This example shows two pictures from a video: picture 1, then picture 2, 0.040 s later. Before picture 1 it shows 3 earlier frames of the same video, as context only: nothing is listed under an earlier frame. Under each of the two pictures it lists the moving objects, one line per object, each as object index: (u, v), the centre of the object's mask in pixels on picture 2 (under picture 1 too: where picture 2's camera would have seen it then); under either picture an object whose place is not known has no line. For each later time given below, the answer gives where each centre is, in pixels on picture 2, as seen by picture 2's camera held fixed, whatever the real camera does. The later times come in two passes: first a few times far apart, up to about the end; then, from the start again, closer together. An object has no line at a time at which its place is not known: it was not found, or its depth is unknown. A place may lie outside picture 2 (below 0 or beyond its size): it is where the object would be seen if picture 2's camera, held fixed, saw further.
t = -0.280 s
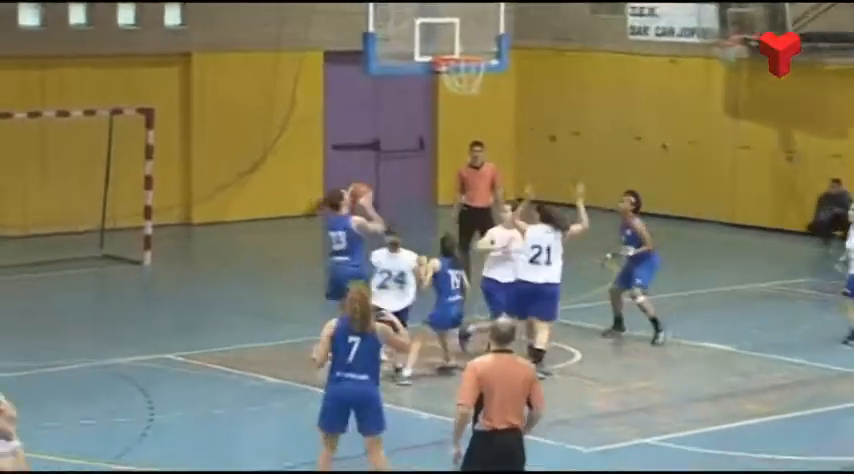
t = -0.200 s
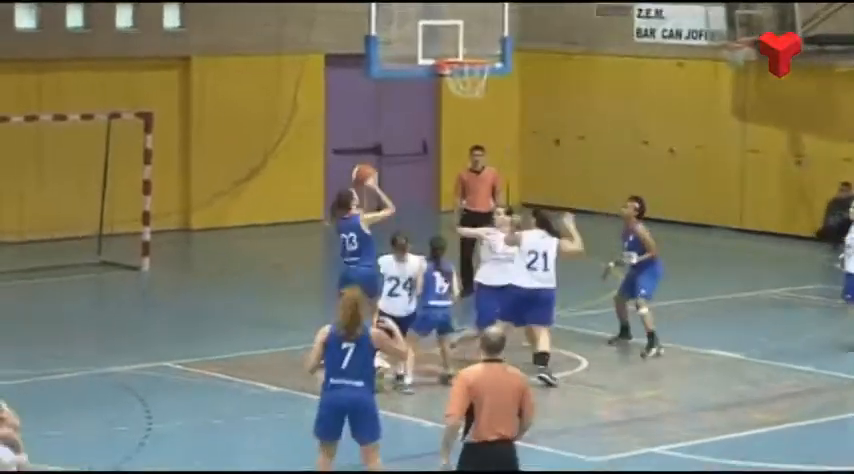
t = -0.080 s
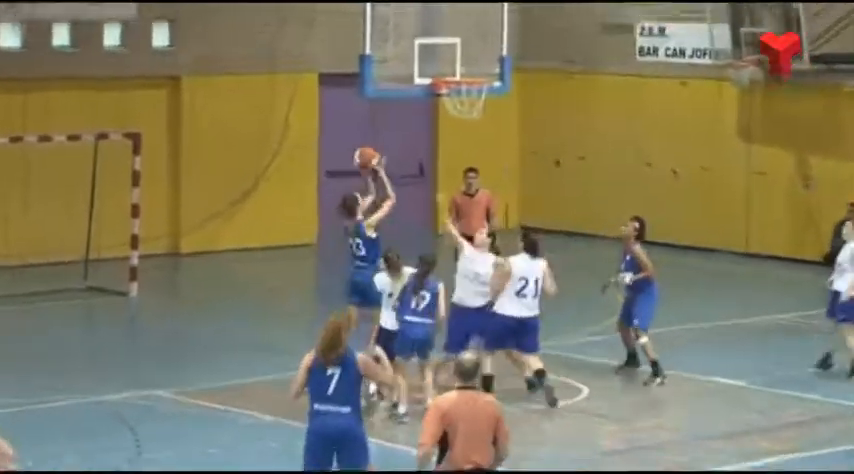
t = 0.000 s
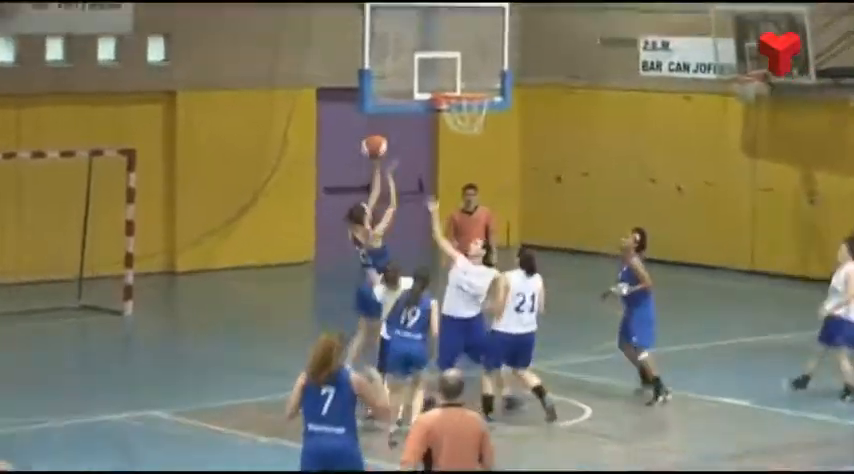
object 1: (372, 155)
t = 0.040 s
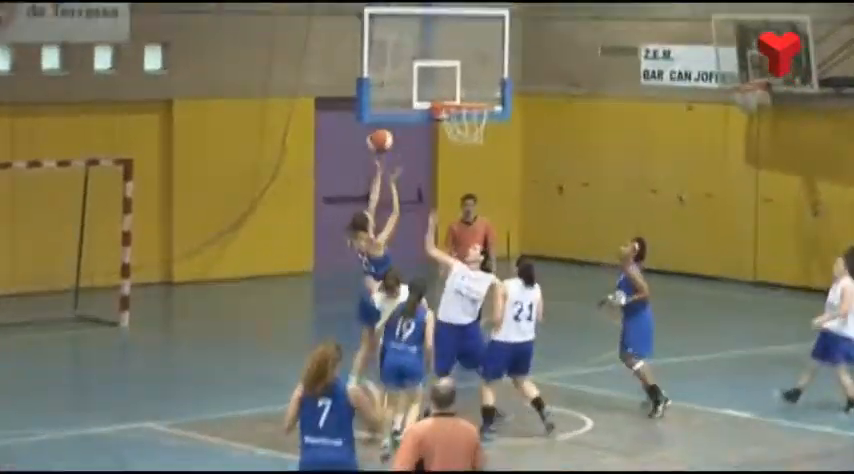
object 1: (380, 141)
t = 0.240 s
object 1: (414, 91)
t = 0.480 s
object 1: (454, 86)
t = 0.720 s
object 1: (476, 96)
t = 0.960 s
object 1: (464, 123)
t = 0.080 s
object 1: (389, 127)
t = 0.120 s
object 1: (395, 114)
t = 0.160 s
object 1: (400, 105)
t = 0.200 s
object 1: (406, 97)
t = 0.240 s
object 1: (414, 91)
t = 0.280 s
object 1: (421, 86)
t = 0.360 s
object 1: (433, 80)
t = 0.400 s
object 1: (440, 82)
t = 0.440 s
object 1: (448, 84)
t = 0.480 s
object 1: (454, 86)
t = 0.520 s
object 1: (462, 89)
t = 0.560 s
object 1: (466, 92)
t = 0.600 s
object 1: (469, 92)
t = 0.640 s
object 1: (472, 92)
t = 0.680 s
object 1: (474, 94)
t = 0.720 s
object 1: (476, 96)
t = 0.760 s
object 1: (475, 98)
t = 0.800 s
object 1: (474, 101)
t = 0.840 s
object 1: (473, 105)
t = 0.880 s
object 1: (473, 110)
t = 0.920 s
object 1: (469, 116)
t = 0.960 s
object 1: (464, 123)
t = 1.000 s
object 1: (462, 129)
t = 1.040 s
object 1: (459, 133)
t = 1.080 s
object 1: (459, 135)
